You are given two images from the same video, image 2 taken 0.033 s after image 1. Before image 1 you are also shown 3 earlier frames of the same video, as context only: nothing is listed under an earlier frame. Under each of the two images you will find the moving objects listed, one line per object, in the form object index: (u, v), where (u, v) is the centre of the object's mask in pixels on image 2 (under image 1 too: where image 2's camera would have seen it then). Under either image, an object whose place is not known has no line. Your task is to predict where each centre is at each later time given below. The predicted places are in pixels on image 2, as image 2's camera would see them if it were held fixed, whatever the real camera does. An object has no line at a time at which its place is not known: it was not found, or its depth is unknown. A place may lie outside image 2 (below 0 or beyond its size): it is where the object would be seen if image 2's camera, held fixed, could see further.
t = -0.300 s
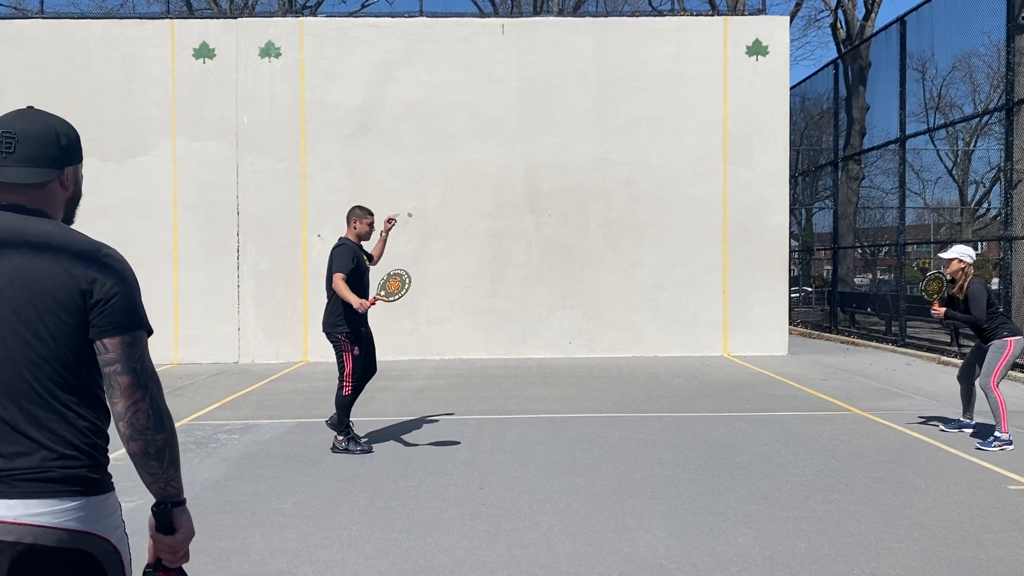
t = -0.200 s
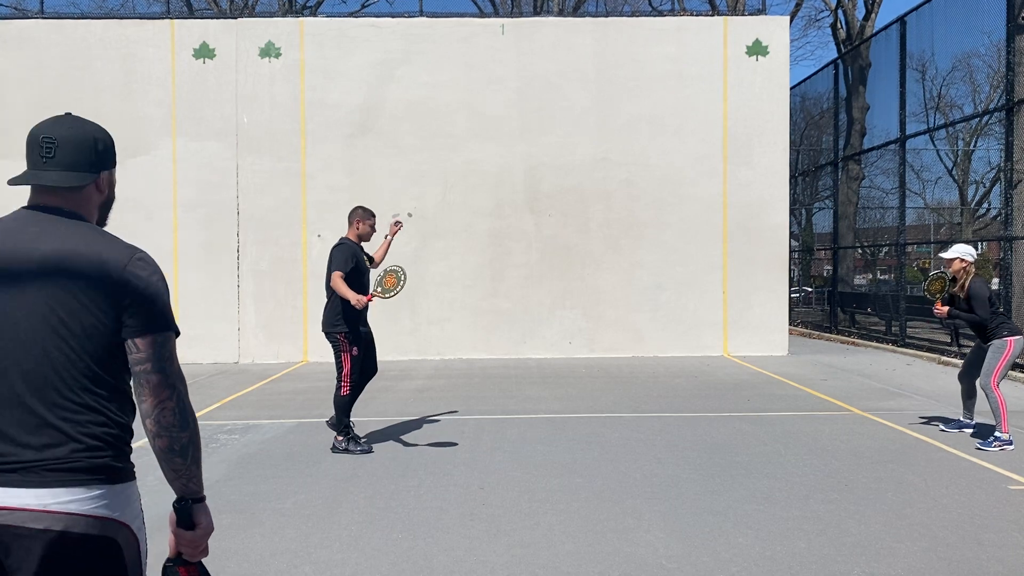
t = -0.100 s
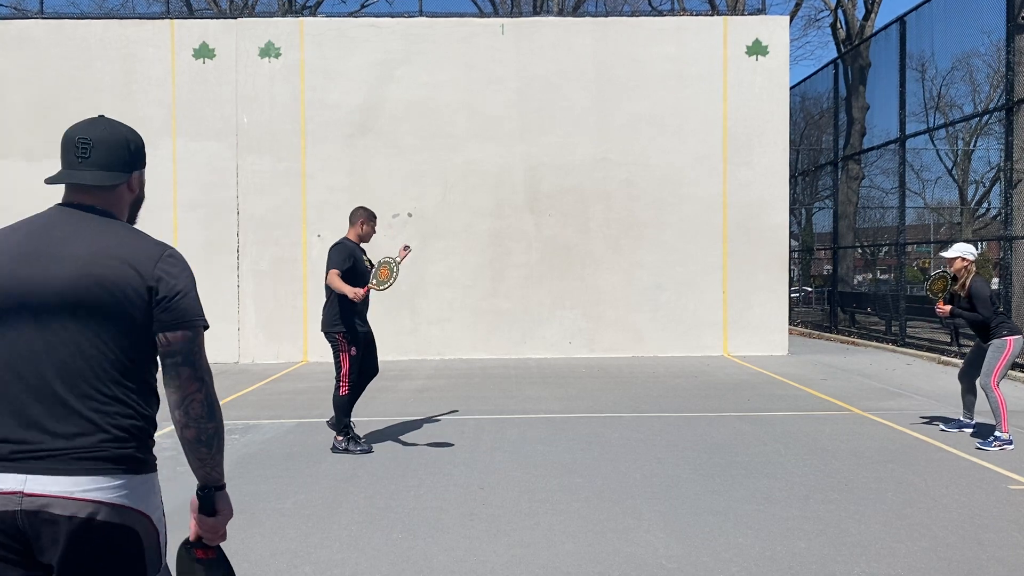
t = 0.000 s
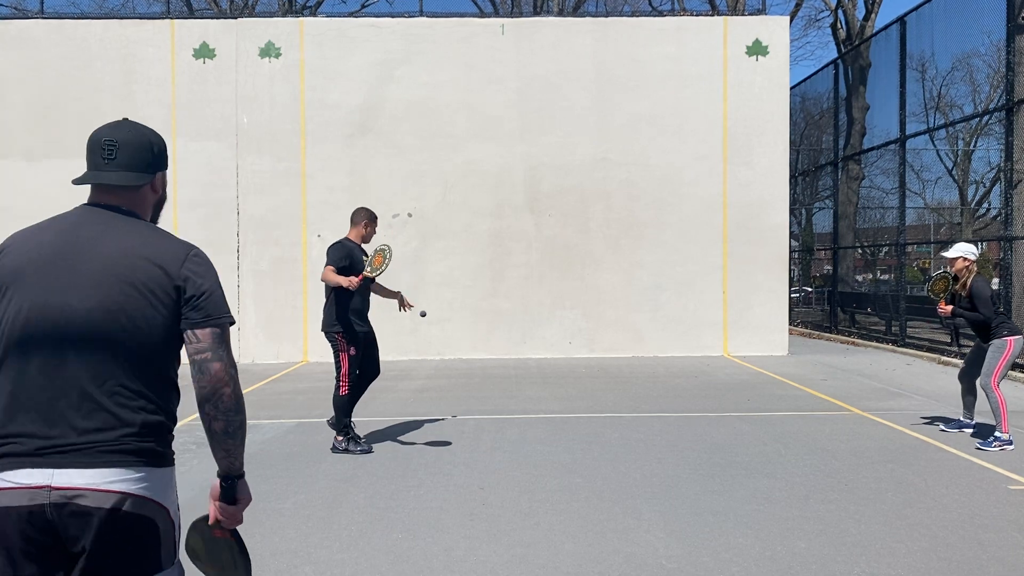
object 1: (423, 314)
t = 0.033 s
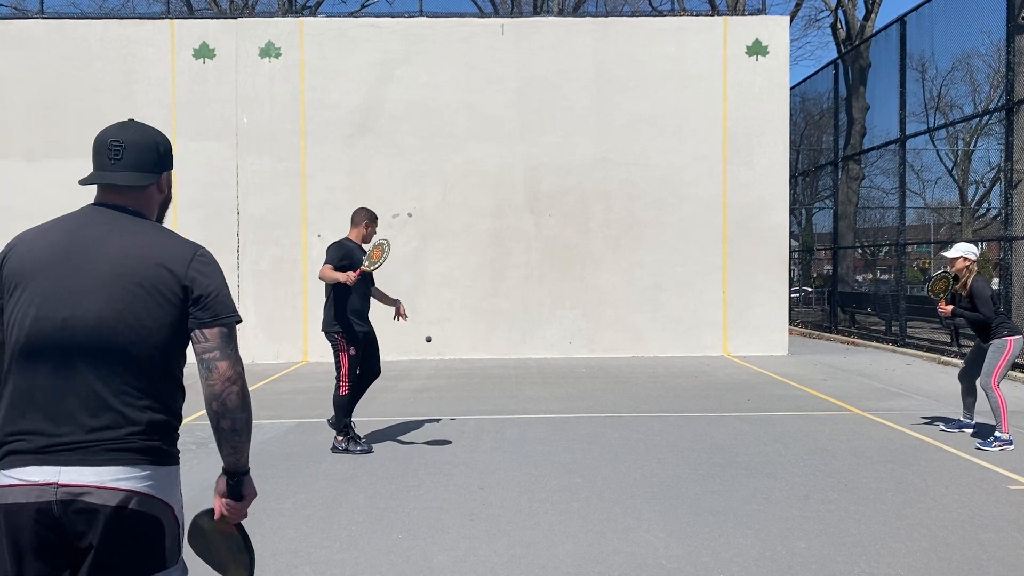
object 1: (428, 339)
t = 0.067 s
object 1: (434, 365)
